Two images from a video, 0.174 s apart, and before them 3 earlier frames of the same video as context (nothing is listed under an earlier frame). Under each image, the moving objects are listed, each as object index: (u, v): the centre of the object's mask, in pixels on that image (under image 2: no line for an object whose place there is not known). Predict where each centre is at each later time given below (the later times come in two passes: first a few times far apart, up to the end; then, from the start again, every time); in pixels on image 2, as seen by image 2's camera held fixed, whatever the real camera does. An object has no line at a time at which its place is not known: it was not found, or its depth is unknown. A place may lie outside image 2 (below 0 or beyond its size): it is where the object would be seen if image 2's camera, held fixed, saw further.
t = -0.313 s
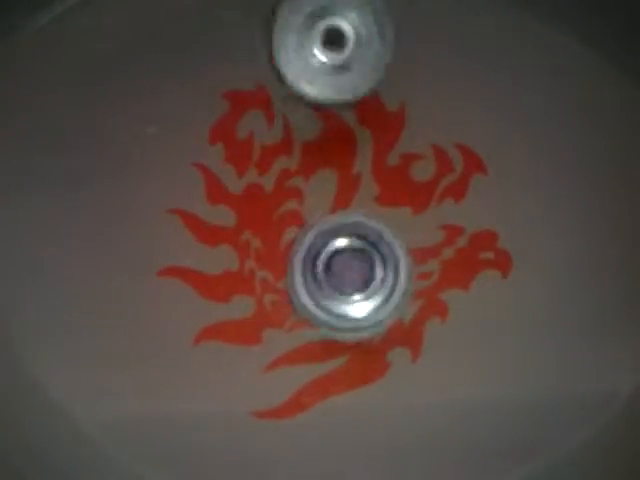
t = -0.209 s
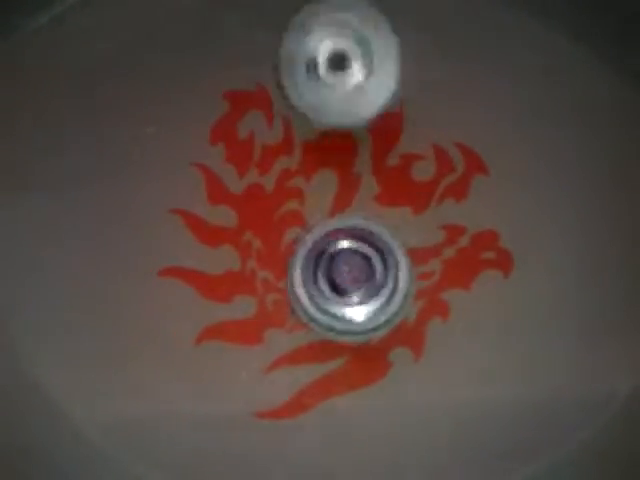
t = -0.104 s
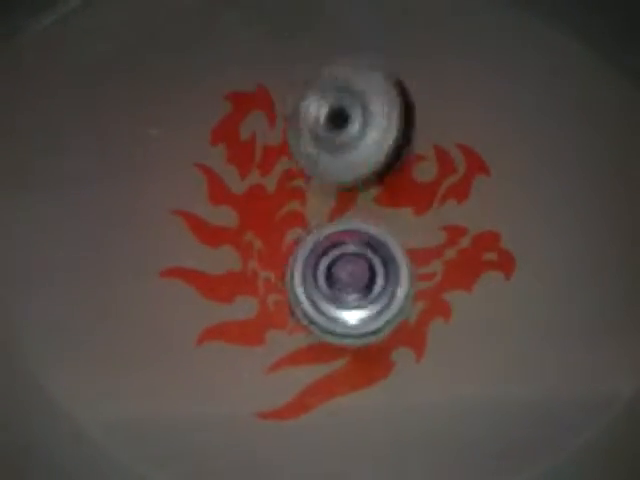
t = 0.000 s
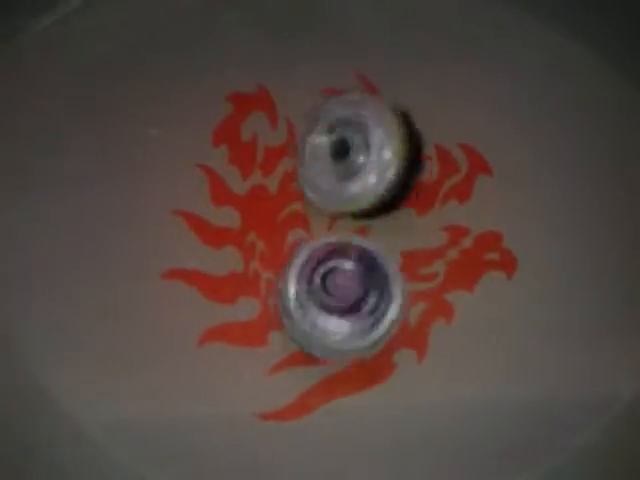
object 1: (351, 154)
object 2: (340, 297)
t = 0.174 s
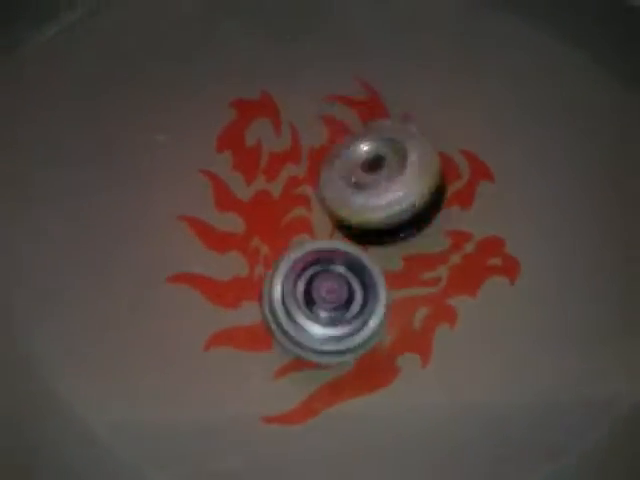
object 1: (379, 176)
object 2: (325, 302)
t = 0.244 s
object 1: (379, 176)
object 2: (320, 298)
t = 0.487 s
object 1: (386, 156)
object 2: (316, 282)
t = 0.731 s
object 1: (390, 137)
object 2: (329, 269)
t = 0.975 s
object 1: (397, 157)
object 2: (335, 273)
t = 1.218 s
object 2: (317, 267)
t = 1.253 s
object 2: (316, 265)
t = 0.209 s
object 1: (378, 178)
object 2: (322, 299)
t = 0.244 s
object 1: (379, 176)
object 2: (320, 298)
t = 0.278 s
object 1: (382, 173)
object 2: (317, 297)
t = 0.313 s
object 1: (382, 172)
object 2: (316, 293)
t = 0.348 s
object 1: (380, 173)
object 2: (316, 288)
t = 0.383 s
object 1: (382, 172)
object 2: (316, 286)
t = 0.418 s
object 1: (386, 168)
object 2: (316, 284)
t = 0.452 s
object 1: (386, 162)
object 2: (315, 283)
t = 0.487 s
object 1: (386, 156)
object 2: (316, 282)
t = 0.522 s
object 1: (388, 150)
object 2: (318, 278)
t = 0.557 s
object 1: (388, 145)
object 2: (320, 276)
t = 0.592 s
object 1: (387, 142)
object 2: (321, 273)
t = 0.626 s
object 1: (388, 139)
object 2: (322, 272)
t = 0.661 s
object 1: (388, 139)
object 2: (325, 273)
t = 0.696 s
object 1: (391, 138)
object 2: (327, 270)
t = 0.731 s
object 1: (390, 137)
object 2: (329, 269)
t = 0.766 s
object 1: (393, 138)
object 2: (333, 270)
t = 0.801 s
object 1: (392, 140)
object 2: (333, 269)
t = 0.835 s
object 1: (391, 143)
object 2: (333, 268)
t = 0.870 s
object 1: (391, 148)
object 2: (335, 270)
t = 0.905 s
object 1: (392, 150)
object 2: (335, 271)
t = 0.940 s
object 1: (393, 155)
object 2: (335, 269)
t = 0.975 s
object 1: (397, 157)
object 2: (335, 273)
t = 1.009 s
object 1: (402, 160)
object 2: (331, 274)
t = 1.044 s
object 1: (406, 163)
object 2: (329, 272)
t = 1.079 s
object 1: (411, 167)
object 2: (330, 273)
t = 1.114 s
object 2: (326, 272)
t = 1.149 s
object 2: (325, 268)
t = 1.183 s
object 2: (321, 267)
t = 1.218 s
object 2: (317, 267)
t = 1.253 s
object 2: (316, 265)
